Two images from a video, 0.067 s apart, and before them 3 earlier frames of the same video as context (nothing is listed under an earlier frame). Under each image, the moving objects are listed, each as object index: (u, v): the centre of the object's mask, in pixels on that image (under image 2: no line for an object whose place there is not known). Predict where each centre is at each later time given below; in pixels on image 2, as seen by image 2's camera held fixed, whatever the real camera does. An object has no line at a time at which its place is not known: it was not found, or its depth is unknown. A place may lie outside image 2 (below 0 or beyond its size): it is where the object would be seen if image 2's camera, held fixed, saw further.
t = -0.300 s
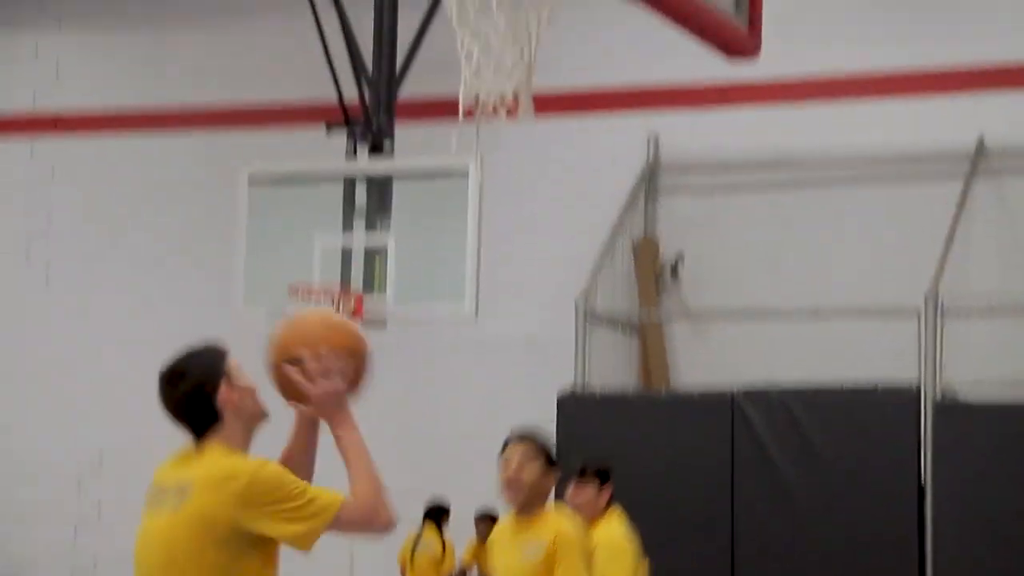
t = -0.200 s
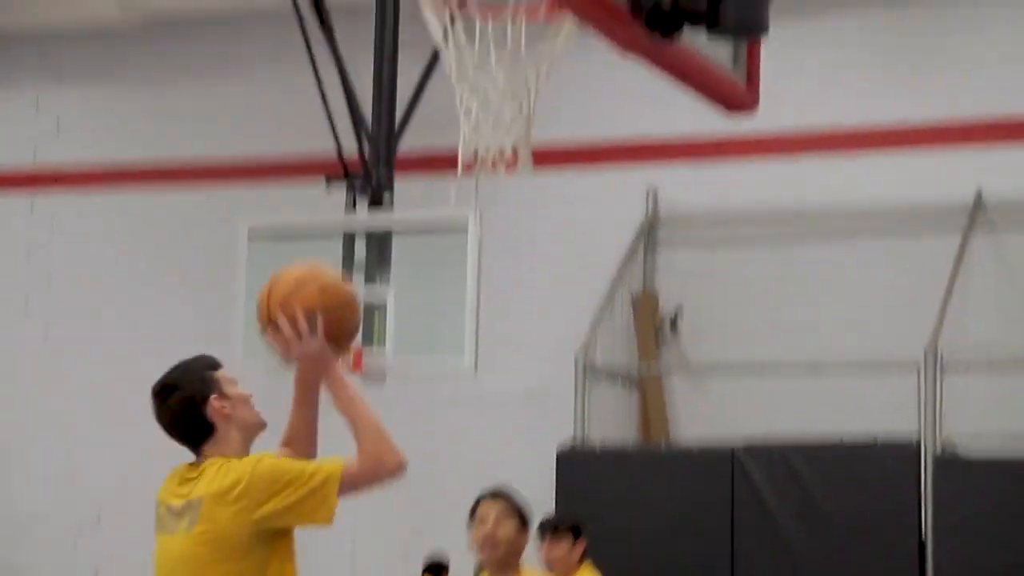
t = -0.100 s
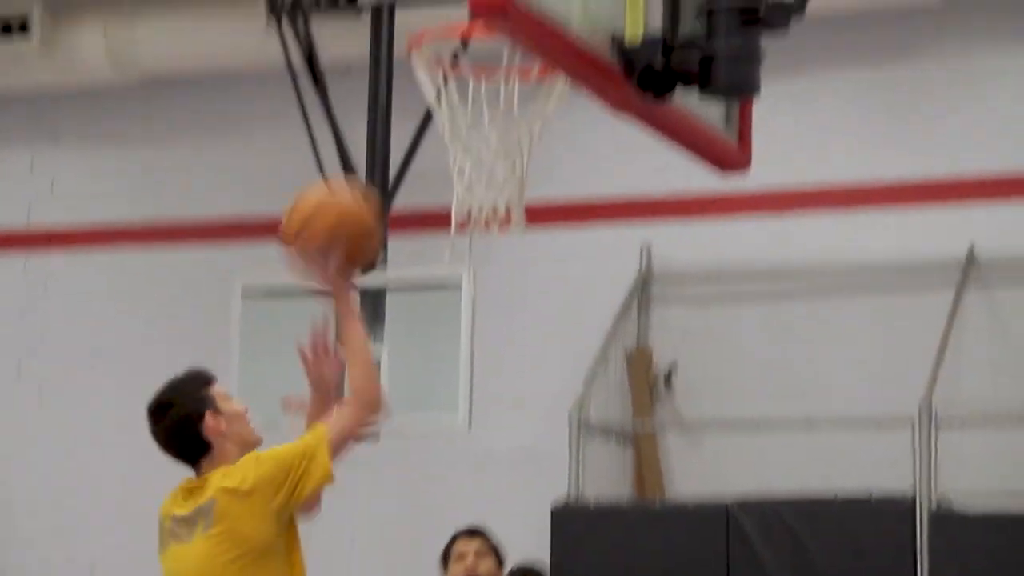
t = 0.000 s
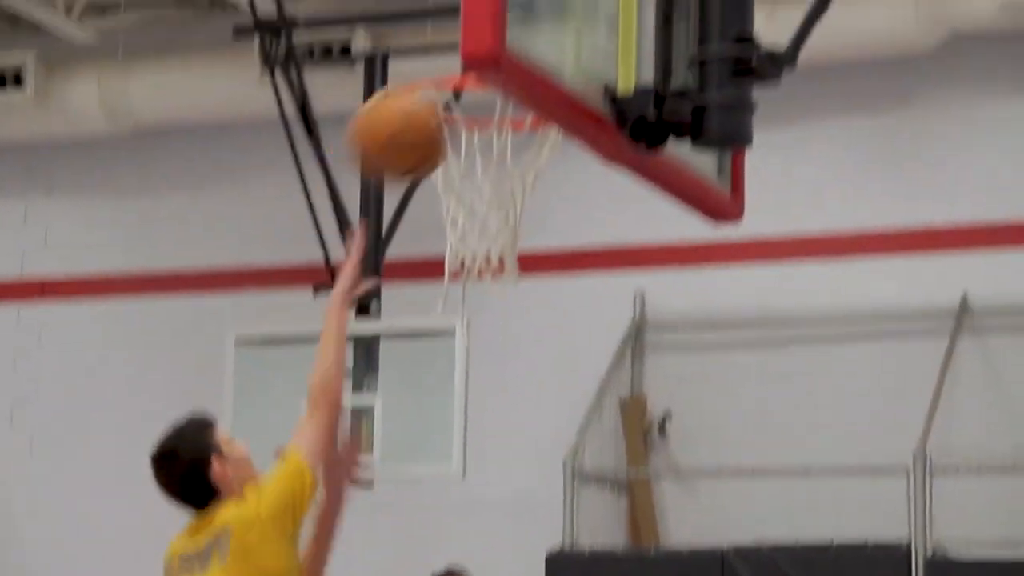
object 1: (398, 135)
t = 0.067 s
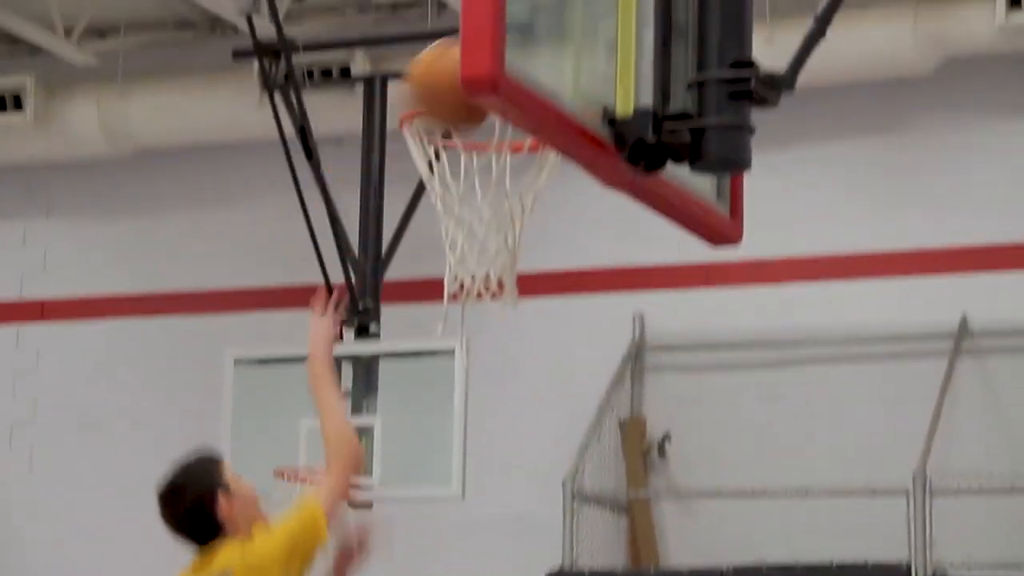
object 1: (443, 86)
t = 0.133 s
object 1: (526, 28)
